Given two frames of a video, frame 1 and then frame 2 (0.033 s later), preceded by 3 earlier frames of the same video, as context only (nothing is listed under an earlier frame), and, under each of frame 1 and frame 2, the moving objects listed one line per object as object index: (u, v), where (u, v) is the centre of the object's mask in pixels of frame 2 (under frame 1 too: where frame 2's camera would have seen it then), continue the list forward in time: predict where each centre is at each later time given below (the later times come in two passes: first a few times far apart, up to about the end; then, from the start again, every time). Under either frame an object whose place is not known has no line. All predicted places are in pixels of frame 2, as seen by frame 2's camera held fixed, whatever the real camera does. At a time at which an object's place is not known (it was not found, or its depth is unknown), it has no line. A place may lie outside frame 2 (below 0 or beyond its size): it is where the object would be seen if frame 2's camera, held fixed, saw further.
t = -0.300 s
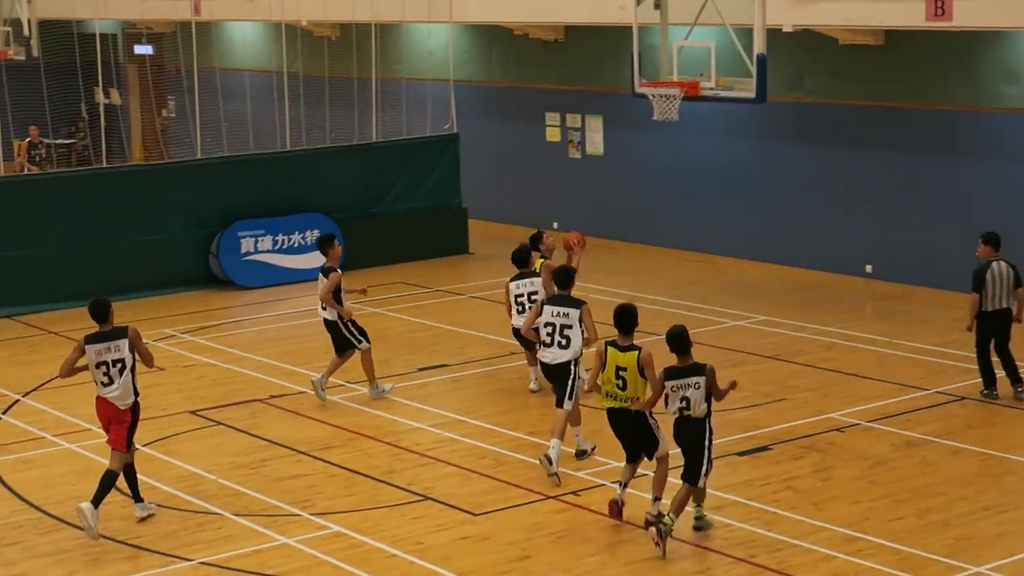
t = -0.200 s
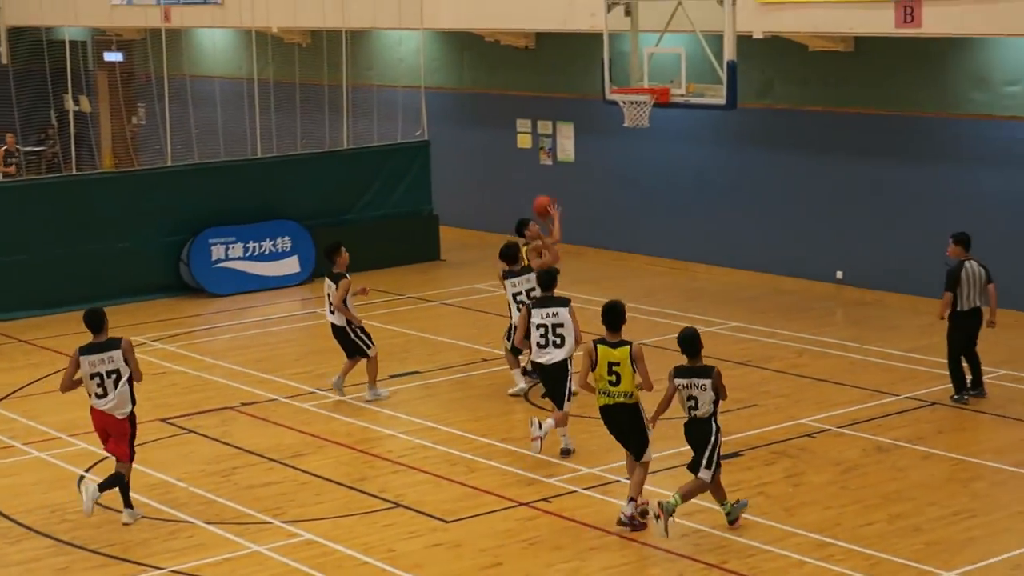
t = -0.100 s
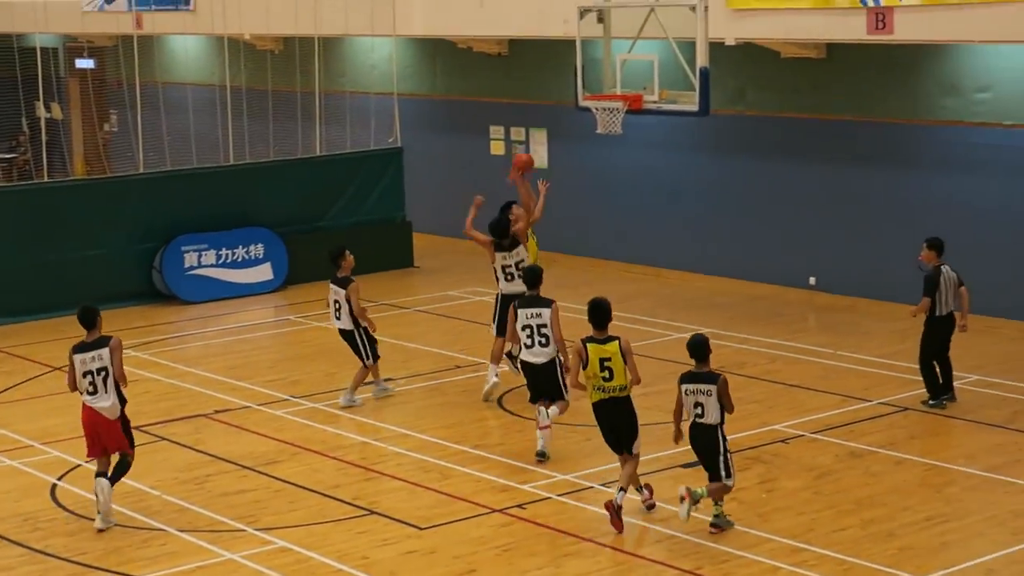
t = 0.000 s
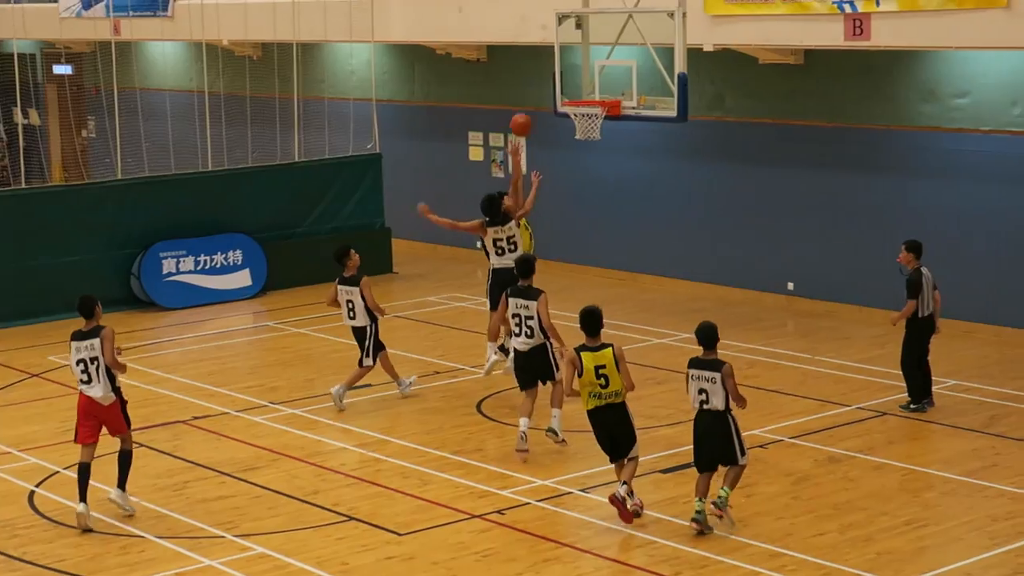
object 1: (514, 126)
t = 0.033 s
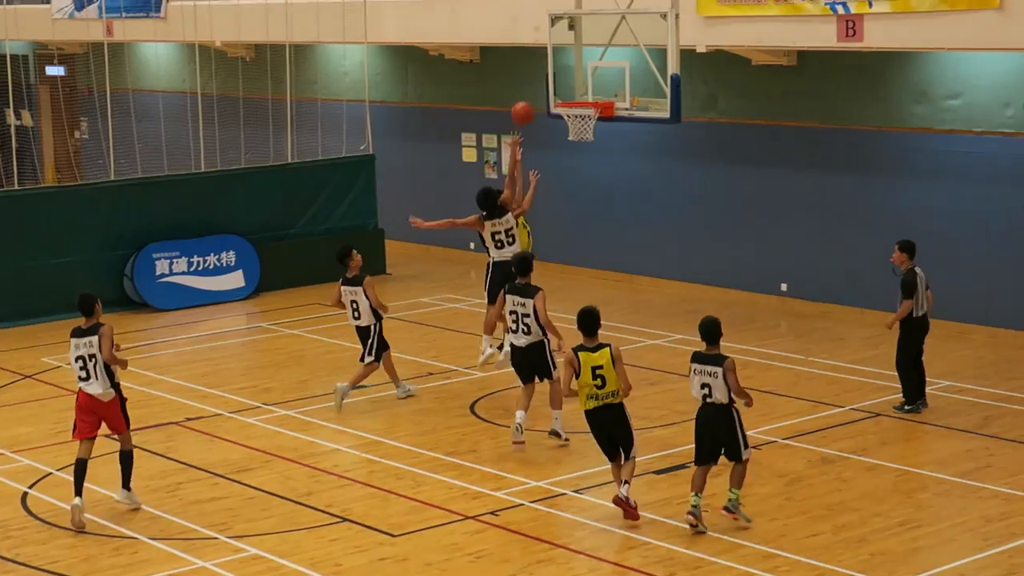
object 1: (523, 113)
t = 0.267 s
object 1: (579, 51)
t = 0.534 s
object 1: (580, 67)
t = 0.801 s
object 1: (582, 79)
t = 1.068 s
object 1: (584, 112)
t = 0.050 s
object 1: (526, 107)
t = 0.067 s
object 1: (531, 100)
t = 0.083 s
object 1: (534, 95)
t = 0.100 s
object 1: (537, 90)
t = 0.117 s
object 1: (542, 85)
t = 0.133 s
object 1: (546, 80)
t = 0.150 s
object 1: (549, 76)
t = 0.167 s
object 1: (554, 72)
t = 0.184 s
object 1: (558, 67)
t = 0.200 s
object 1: (562, 64)
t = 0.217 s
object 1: (567, 60)
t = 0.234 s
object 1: (570, 57)
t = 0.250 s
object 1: (575, 54)
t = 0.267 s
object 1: (579, 51)
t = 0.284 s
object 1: (579, 50)
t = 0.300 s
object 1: (579, 49)
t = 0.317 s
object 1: (579, 49)
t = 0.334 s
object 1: (579, 48)
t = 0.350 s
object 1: (579, 49)
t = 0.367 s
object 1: (579, 48)
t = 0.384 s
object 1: (579, 49)
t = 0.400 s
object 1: (579, 50)
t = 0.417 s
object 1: (580, 51)
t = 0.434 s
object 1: (580, 53)
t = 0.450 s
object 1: (580, 54)
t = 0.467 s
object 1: (580, 56)
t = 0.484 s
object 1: (580, 58)
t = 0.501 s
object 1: (580, 61)
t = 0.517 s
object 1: (580, 64)
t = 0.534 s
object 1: (580, 67)
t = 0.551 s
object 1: (581, 70)
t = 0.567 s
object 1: (581, 74)
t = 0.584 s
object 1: (581, 78)
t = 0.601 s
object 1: (581, 82)
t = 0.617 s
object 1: (581, 86)
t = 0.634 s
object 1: (581, 92)
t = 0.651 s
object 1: (581, 93)
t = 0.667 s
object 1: (581, 91)
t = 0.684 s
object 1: (582, 88)
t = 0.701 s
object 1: (581, 86)
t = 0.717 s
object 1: (582, 84)
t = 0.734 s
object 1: (582, 83)
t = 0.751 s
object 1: (582, 81)
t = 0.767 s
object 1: (582, 80)
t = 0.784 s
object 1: (582, 80)
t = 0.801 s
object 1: (582, 79)
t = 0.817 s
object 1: (582, 79)
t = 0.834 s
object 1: (582, 80)
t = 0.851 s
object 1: (582, 80)
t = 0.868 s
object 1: (582, 81)
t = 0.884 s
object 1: (582, 82)
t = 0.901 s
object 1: (582, 83)
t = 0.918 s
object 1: (582, 85)
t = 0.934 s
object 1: (583, 87)
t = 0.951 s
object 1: (583, 89)
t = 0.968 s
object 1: (583, 91)
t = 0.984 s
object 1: (583, 93)
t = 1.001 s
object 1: (583, 97)
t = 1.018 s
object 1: (583, 100)
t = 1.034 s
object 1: (583, 104)
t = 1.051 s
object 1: (584, 108)
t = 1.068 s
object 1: (584, 112)
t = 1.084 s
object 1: (584, 116)
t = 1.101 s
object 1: (584, 121)
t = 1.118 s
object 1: (585, 126)
